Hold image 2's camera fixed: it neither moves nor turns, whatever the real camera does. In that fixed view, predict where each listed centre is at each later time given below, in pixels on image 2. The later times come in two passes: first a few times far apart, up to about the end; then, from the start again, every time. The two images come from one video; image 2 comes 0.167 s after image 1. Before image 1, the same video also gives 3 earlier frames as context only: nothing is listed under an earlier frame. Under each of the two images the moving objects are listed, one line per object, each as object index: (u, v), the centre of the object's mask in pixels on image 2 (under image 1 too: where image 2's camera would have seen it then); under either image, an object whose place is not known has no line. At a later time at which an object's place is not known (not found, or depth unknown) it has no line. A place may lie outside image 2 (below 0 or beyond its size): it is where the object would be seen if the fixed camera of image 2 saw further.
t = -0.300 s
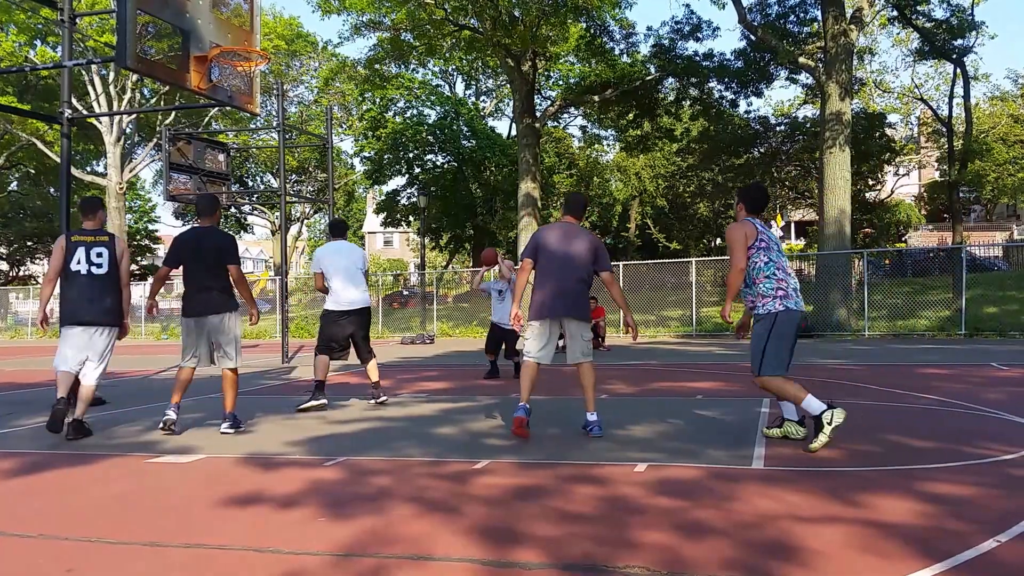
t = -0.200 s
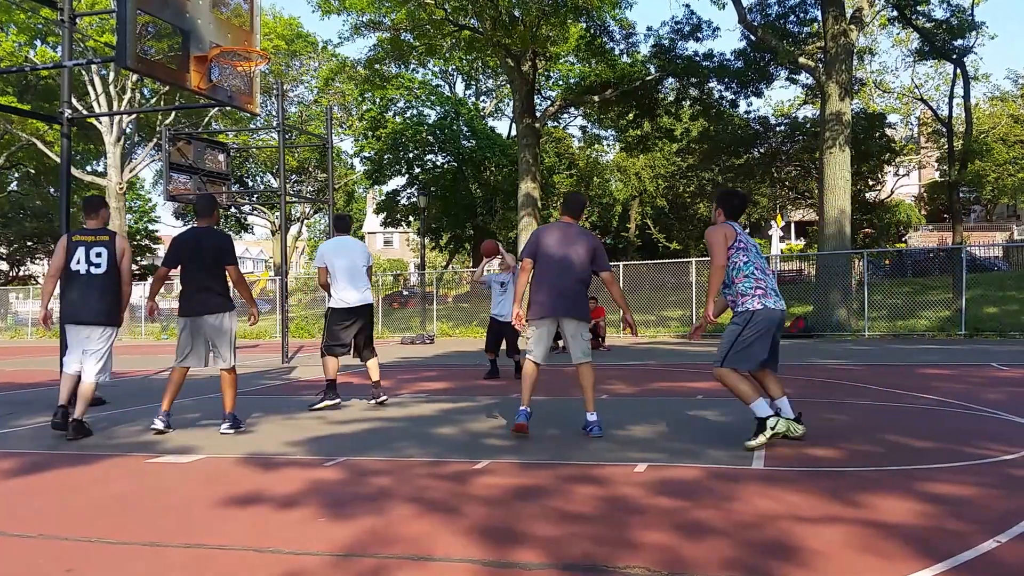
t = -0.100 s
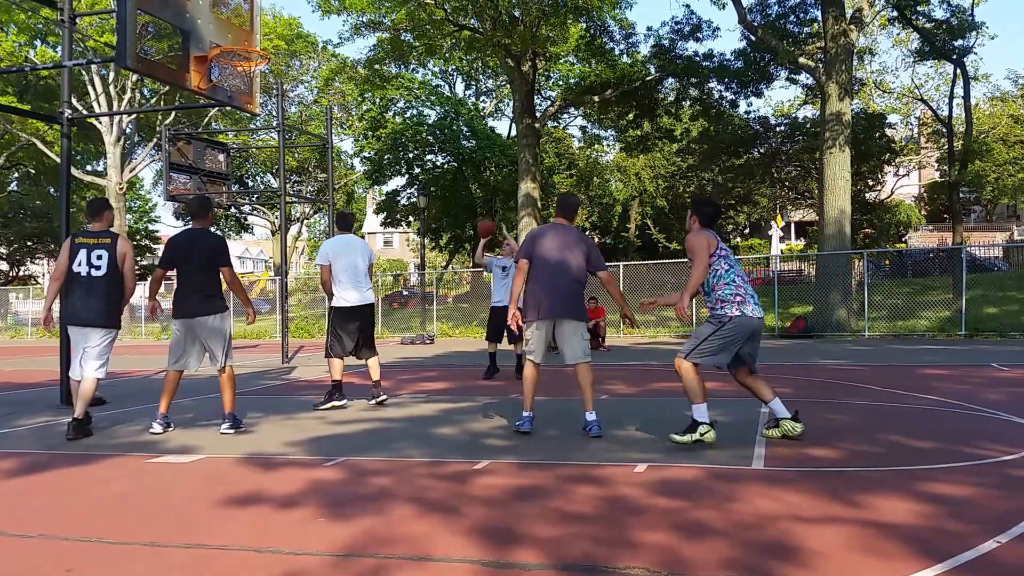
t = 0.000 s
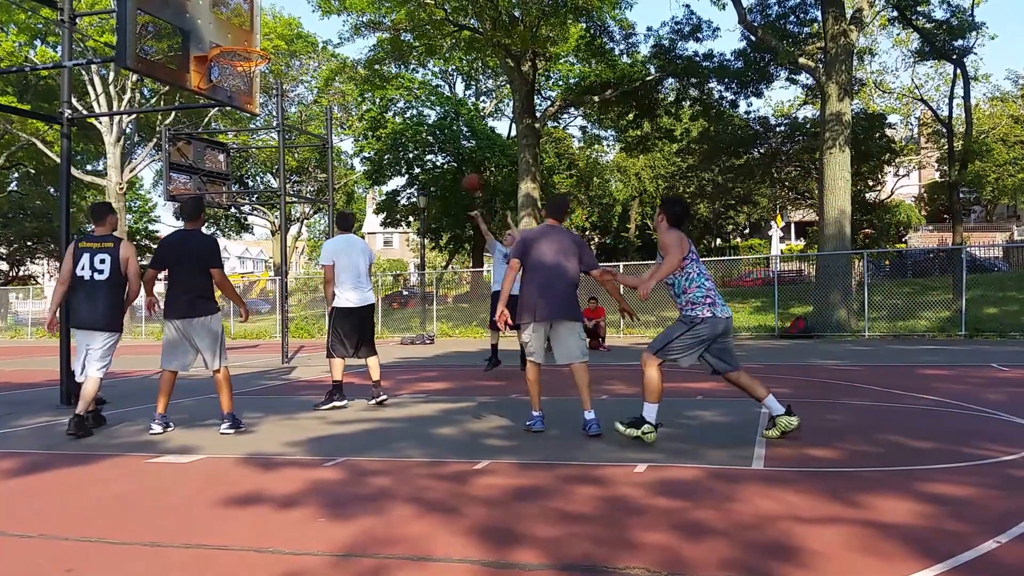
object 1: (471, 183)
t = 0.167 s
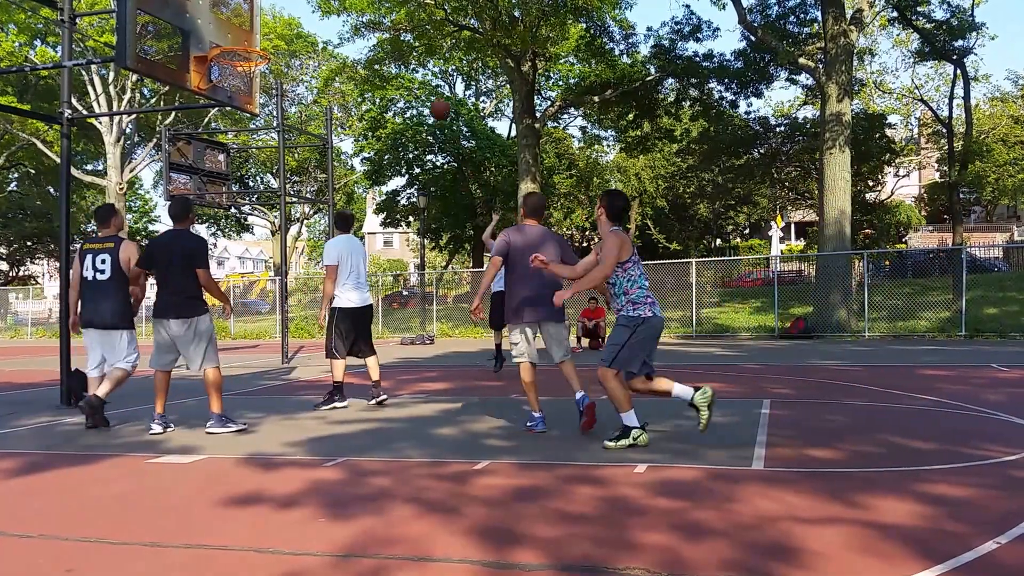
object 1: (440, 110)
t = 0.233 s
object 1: (426, 84)
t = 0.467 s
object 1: (372, 19)
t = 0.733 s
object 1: (300, 4)
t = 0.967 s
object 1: (222, 39)
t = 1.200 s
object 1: (307, 27)
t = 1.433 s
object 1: (385, 55)
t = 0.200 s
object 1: (433, 97)
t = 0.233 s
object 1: (426, 84)
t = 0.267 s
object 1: (418, 72)
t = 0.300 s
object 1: (411, 61)
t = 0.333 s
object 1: (403, 51)
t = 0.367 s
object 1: (396, 42)
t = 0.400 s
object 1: (388, 33)
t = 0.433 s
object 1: (380, 26)
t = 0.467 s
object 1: (372, 19)
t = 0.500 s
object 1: (364, 13)
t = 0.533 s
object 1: (355, 9)
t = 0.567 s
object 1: (346, 7)
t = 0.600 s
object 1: (337, 6)
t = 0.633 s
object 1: (328, 4)
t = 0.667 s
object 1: (319, 4)
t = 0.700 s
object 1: (310, 4)
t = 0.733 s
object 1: (300, 4)
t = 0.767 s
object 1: (289, 6)
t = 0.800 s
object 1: (279, 7)
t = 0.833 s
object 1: (268, 10)
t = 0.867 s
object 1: (257, 15)
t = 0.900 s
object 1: (246, 23)
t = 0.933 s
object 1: (235, 32)
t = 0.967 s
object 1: (222, 39)
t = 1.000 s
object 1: (226, 40)
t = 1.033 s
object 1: (245, 38)
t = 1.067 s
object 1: (262, 39)
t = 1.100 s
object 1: (273, 35)
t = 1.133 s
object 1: (284, 31)
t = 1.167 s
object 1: (295, 28)
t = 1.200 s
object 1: (307, 27)
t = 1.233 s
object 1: (318, 27)
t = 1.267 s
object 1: (329, 28)
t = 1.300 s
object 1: (340, 31)
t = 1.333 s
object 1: (352, 34)
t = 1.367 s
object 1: (363, 39)
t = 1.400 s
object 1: (374, 46)
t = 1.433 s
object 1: (385, 55)
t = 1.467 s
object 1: (396, 63)
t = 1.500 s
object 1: (407, 74)
